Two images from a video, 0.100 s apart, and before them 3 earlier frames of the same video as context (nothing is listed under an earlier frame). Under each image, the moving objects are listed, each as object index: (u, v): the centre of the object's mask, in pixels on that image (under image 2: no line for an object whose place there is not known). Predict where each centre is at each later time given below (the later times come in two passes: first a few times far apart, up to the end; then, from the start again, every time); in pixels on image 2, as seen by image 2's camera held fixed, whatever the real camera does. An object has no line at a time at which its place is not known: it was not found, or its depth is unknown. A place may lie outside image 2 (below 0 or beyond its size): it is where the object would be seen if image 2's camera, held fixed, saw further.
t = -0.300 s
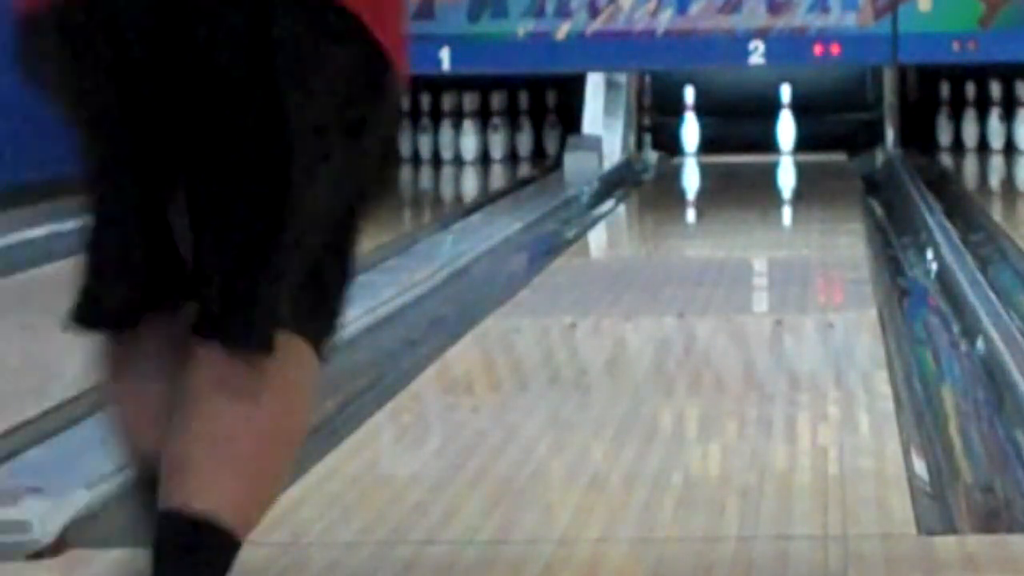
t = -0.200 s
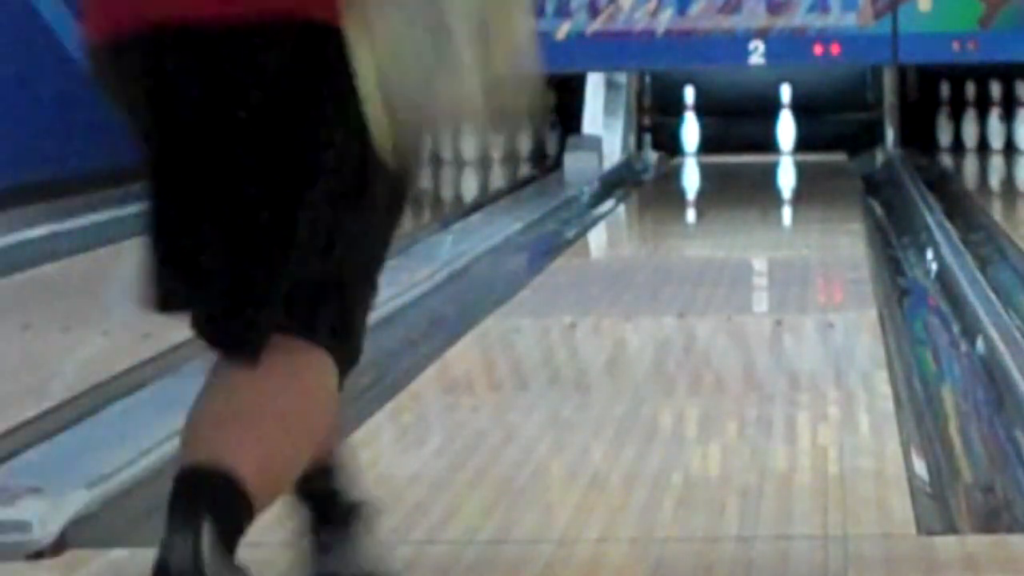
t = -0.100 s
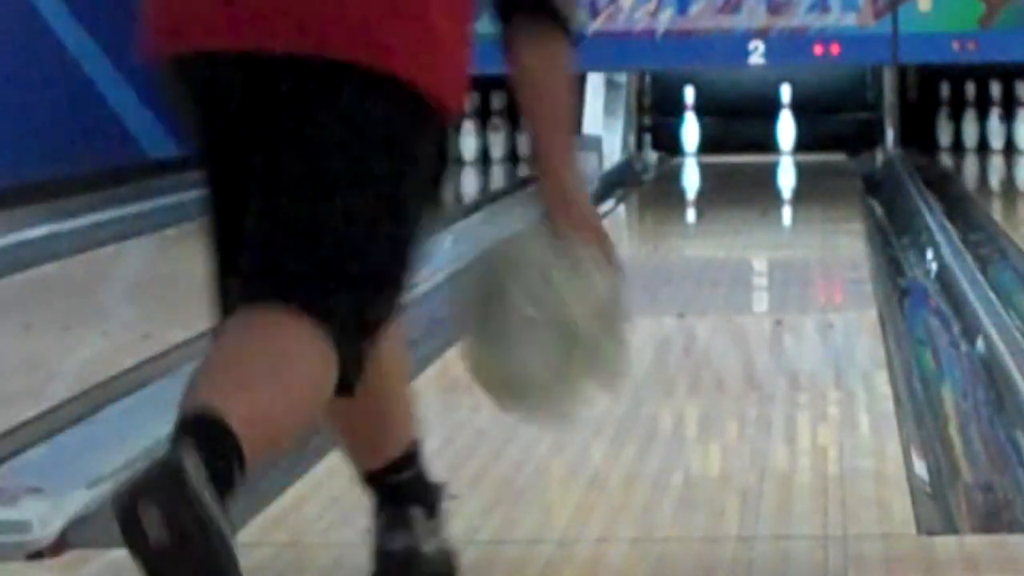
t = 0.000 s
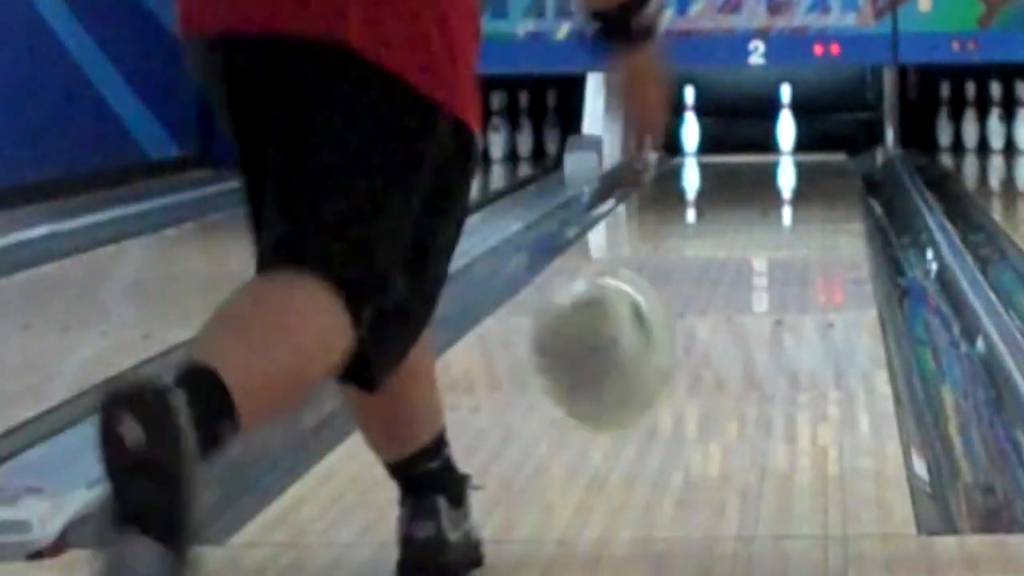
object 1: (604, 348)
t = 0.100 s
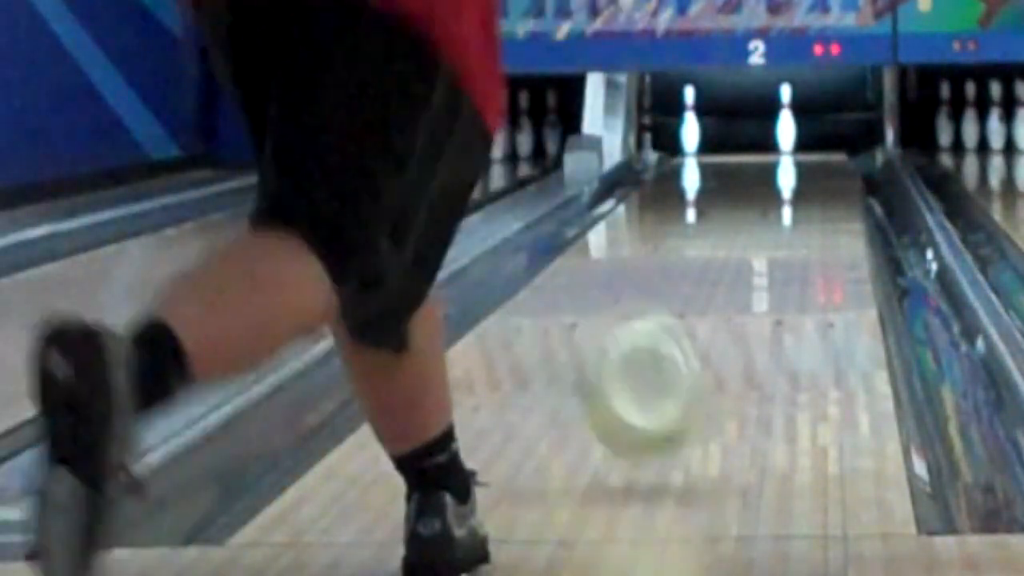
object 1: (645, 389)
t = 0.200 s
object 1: (670, 376)
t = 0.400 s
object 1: (715, 316)
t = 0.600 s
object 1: (744, 275)
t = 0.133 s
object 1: (654, 399)
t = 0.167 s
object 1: (663, 386)
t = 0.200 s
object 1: (670, 376)
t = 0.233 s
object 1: (679, 365)
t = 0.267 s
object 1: (687, 354)
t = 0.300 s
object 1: (694, 345)
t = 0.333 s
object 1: (701, 336)
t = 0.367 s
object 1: (708, 327)
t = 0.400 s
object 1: (715, 316)
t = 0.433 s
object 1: (720, 308)
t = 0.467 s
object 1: (726, 300)
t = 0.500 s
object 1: (732, 295)
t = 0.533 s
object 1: (737, 287)
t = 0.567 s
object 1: (740, 280)
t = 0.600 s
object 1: (744, 275)
